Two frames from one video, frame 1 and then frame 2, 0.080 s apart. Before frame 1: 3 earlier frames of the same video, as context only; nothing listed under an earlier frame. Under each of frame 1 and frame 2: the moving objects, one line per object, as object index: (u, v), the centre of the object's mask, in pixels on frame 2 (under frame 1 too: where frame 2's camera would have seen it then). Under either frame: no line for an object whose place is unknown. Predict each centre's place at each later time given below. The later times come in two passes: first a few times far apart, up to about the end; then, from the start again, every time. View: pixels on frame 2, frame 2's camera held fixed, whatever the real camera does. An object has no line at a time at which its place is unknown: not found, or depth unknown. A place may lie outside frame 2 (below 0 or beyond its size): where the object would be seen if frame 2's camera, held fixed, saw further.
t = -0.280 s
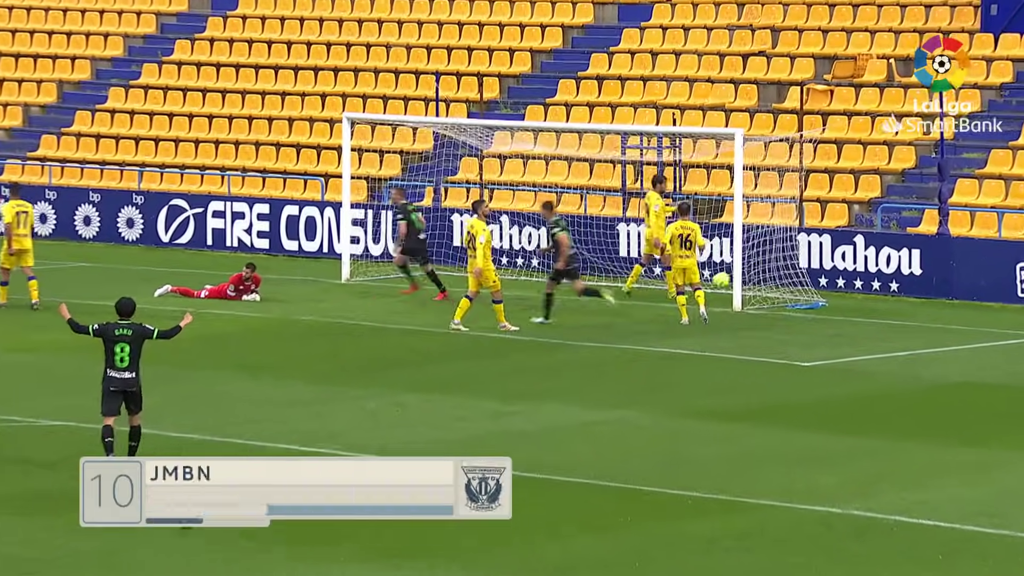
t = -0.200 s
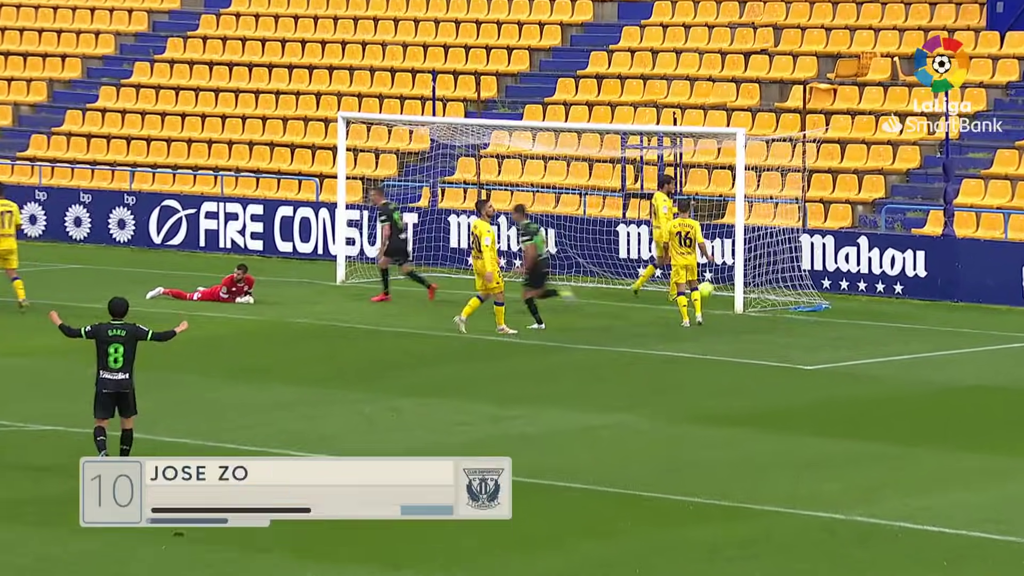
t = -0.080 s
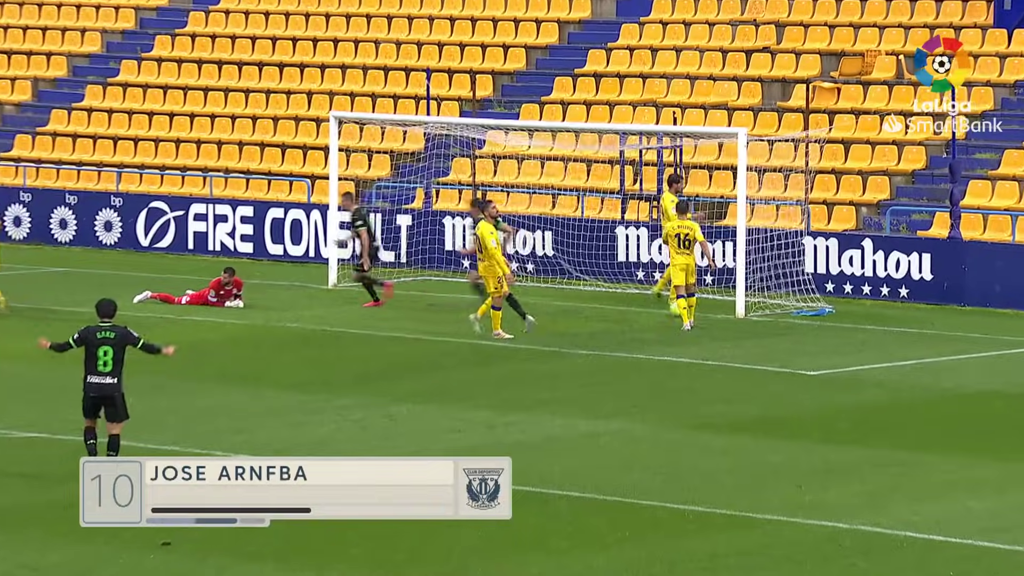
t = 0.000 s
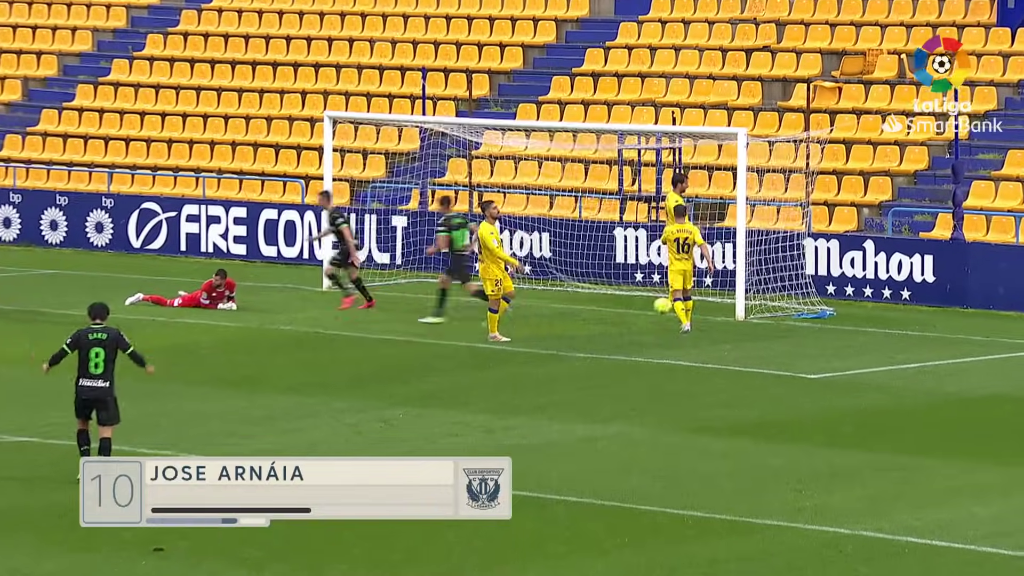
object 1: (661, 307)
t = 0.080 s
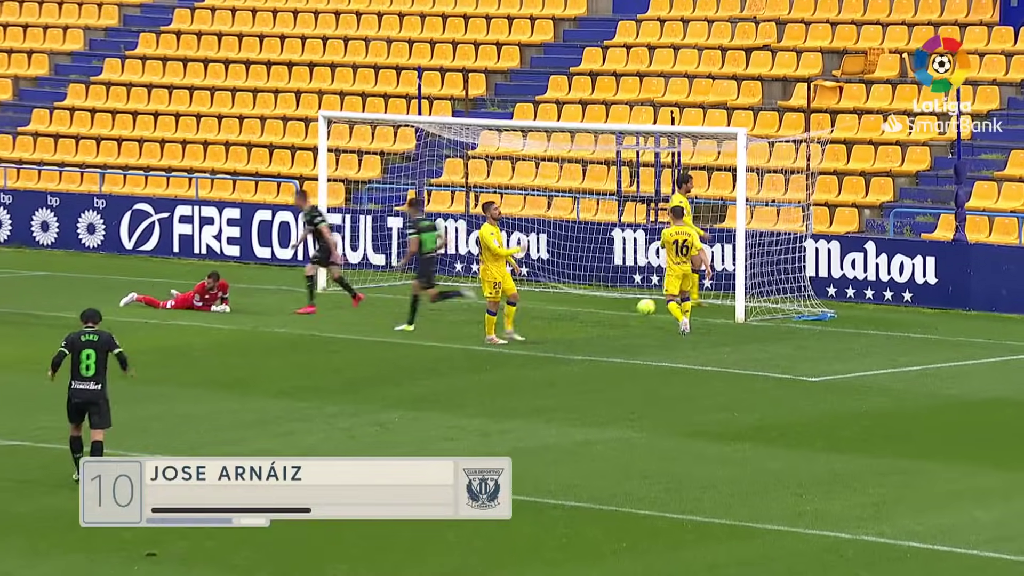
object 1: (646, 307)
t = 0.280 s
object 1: (607, 319)
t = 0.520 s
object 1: (561, 321)
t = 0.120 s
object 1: (638, 308)
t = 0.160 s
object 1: (631, 311)
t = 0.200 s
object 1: (623, 314)
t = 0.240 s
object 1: (615, 319)
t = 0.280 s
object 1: (607, 319)
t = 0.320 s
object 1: (599, 318)
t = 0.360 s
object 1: (592, 318)
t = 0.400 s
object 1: (584, 319)
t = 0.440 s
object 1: (576, 322)
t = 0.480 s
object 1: (569, 322)
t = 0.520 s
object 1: (561, 321)
